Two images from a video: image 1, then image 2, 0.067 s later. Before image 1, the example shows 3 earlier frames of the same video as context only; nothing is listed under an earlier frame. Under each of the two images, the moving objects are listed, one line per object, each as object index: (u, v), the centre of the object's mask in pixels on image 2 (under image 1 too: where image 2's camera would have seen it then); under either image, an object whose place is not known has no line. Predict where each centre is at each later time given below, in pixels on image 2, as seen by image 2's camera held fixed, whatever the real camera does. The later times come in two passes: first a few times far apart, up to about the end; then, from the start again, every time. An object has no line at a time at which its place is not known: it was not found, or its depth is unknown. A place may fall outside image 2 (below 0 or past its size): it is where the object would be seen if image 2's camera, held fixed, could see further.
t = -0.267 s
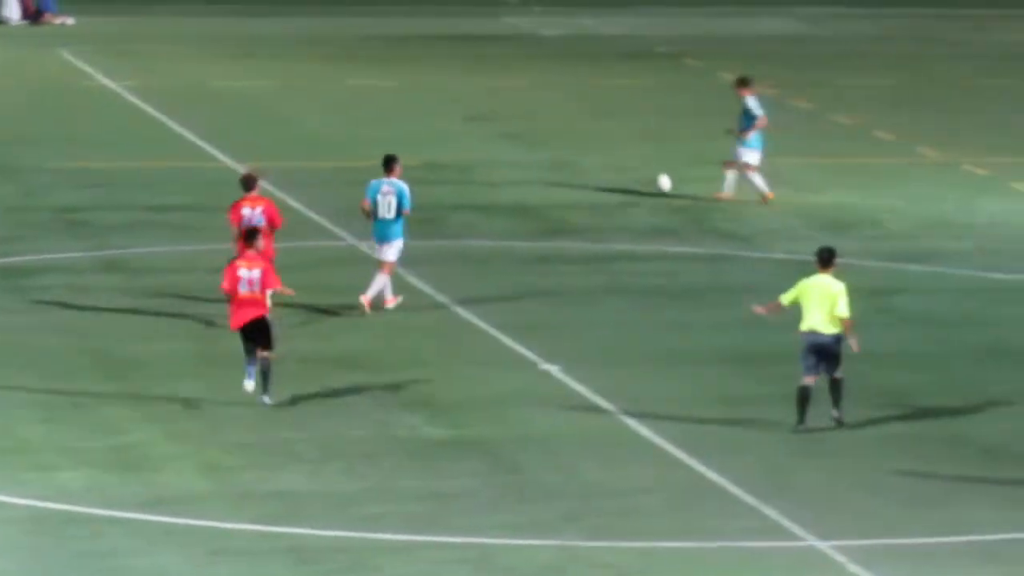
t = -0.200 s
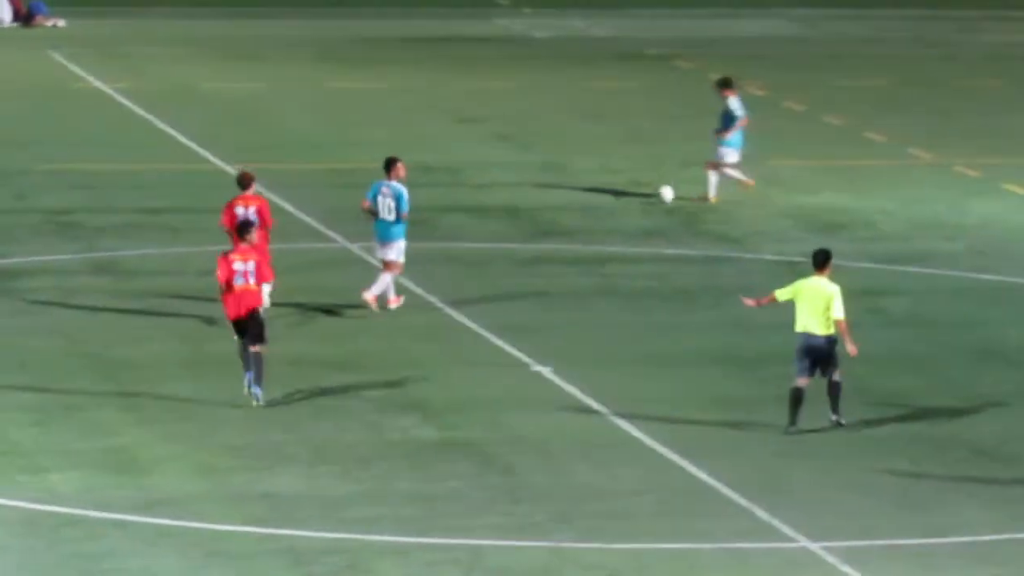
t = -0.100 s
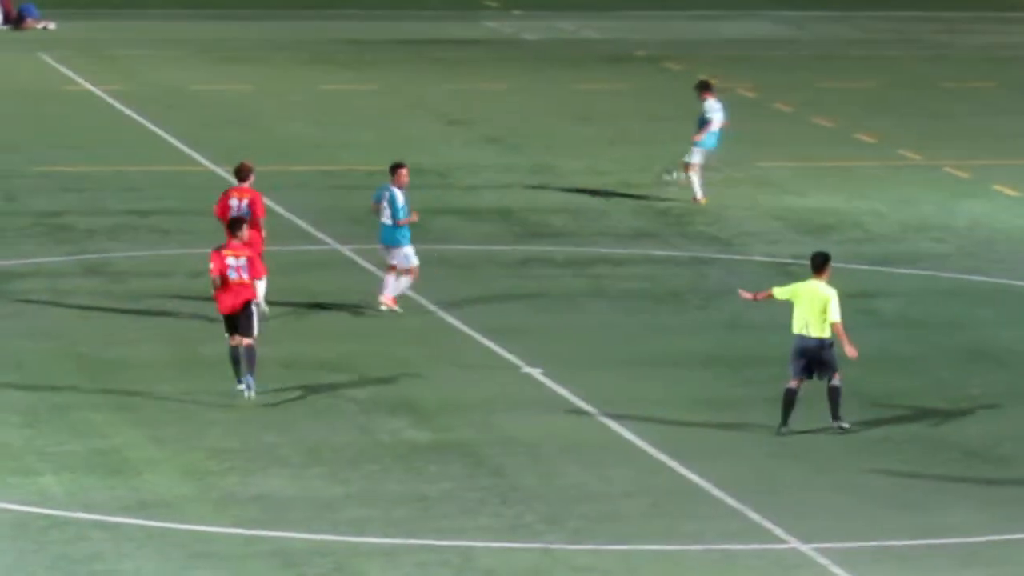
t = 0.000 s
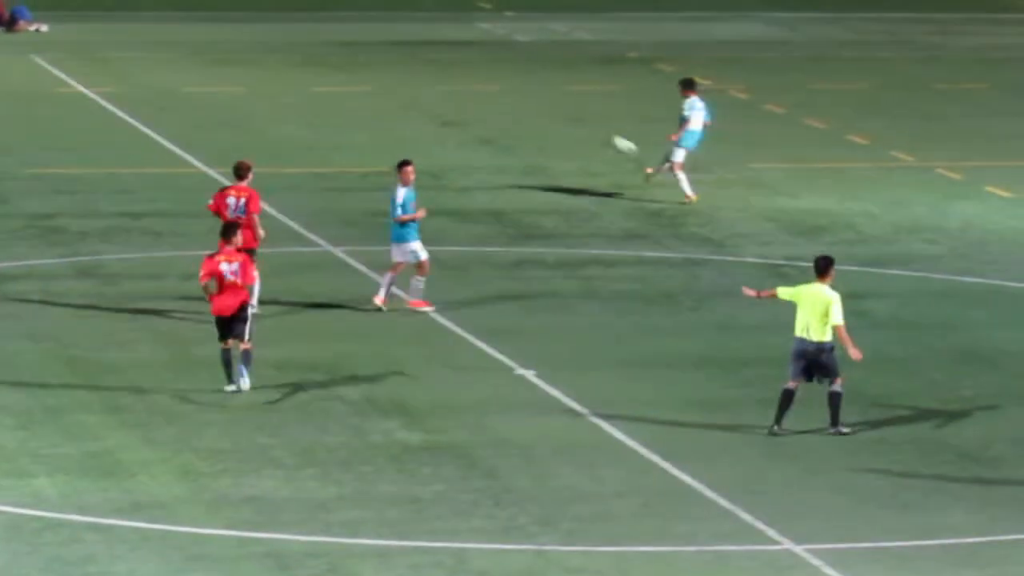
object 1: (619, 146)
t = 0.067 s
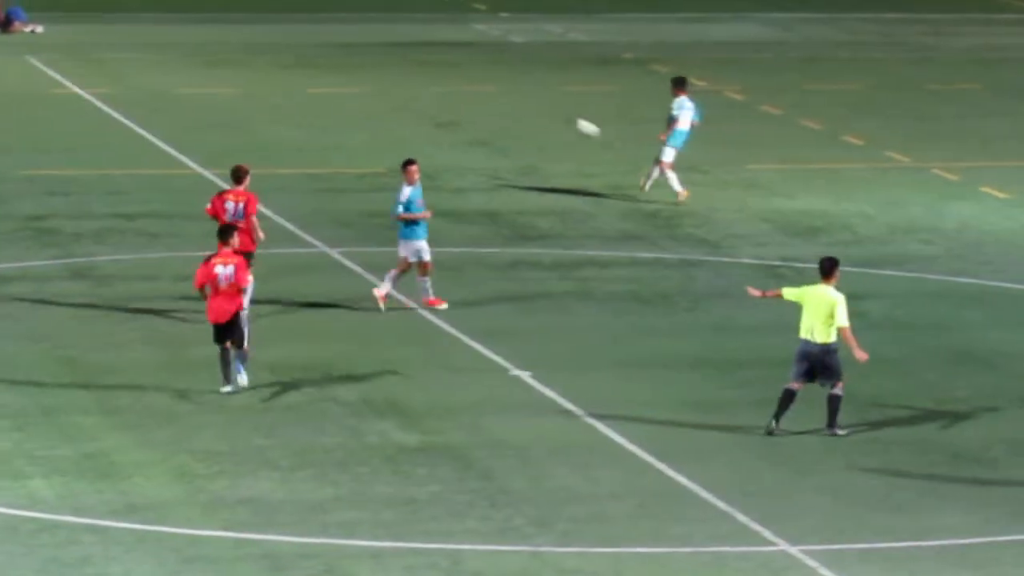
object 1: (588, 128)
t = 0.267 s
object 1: (492, 94)
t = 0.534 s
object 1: (375, 96)
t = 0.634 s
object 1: (335, 110)
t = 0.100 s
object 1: (571, 120)
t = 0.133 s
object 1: (554, 113)
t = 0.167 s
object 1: (539, 107)
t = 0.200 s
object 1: (523, 102)
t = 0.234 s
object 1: (507, 97)
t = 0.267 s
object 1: (492, 94)
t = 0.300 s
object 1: (477, 91)
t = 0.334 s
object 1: (461, 89)
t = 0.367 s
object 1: (447, 88)
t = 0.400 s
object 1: (432, 88)
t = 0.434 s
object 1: (418, 89)
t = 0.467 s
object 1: (404, 91)
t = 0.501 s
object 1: (389, 93)
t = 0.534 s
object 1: (375, 96)
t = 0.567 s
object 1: (362, 99)
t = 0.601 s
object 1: (349, 104)
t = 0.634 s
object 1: (335, 110)
